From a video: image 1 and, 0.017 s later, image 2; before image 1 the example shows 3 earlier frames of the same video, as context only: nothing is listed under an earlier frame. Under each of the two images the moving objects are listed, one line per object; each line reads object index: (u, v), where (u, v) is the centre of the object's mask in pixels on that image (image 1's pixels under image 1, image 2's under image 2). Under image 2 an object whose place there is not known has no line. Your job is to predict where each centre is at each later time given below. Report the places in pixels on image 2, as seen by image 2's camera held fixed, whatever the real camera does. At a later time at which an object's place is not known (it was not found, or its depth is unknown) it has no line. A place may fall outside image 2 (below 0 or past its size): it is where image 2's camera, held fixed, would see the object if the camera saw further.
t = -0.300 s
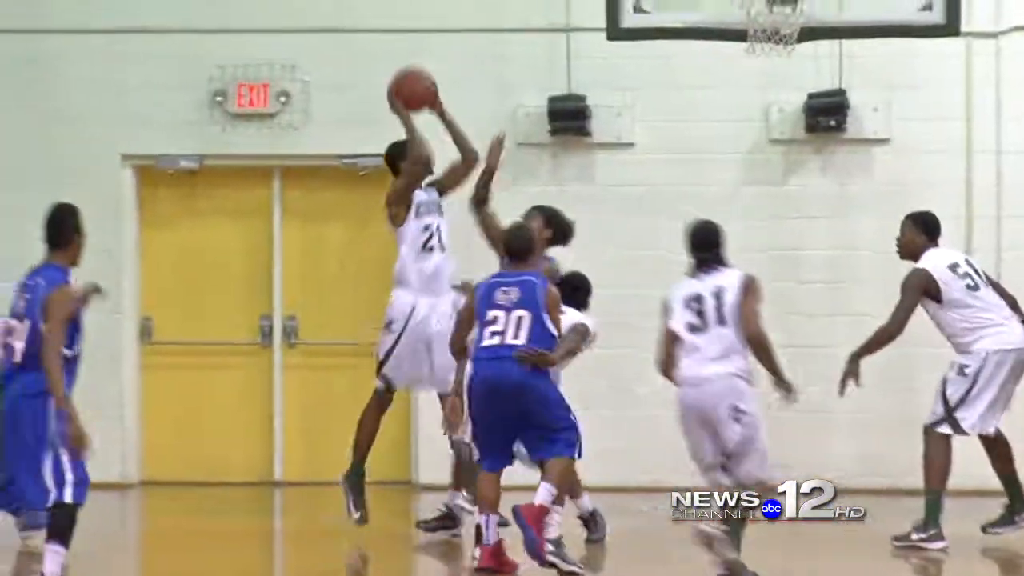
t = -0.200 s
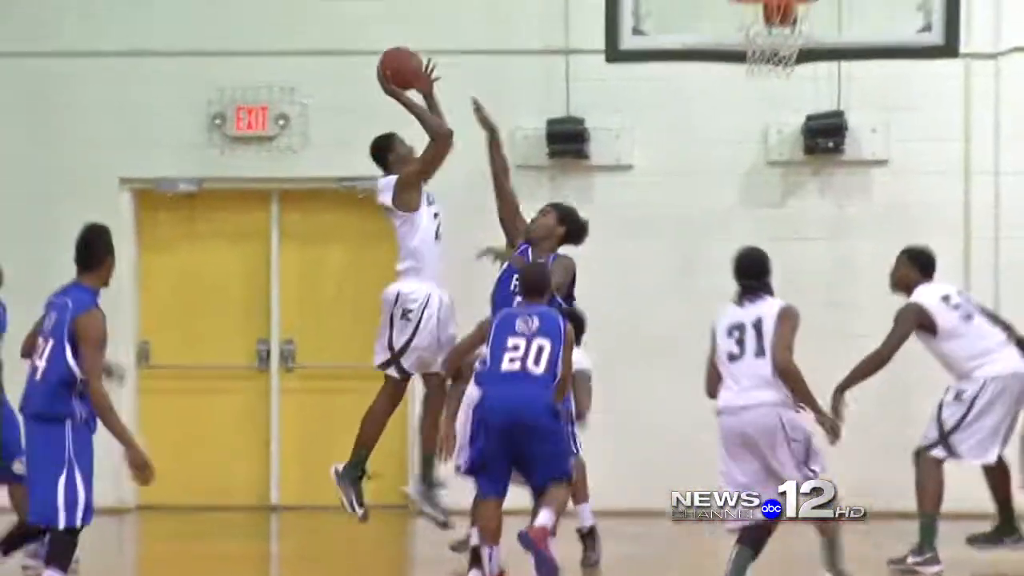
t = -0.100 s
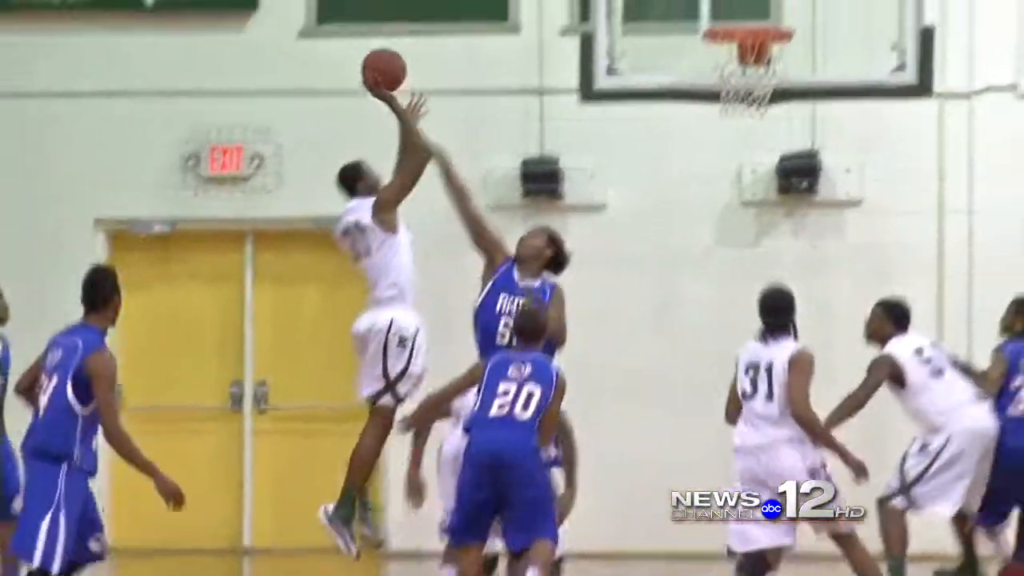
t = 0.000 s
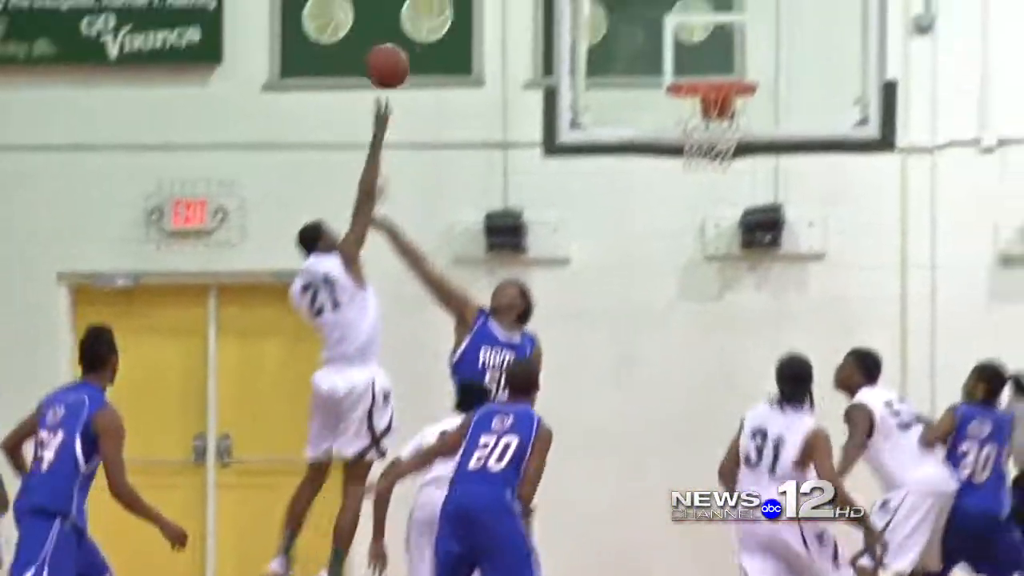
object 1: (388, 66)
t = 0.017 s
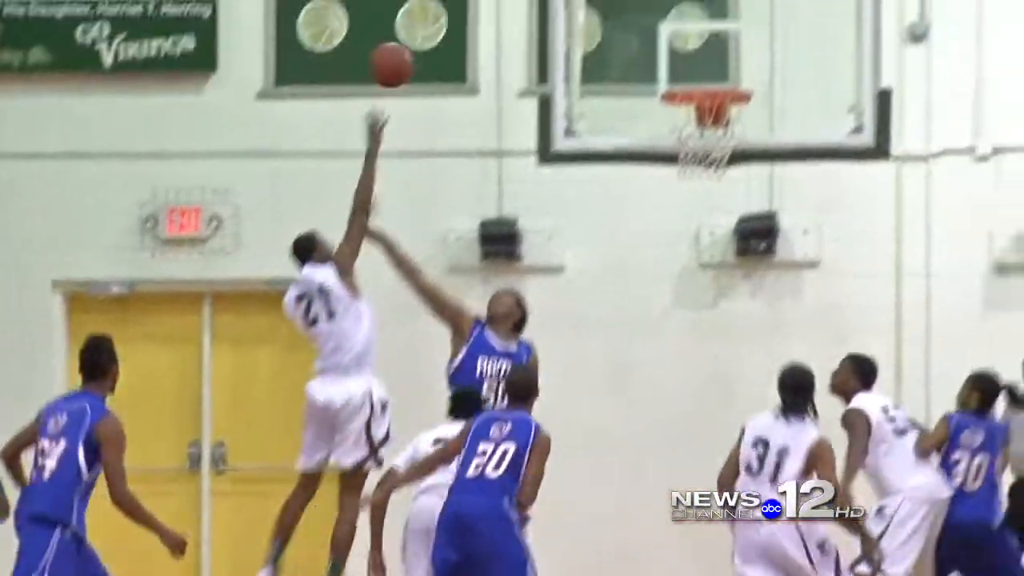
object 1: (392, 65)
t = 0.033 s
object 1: (398, 57)
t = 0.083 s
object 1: (428, 33)
